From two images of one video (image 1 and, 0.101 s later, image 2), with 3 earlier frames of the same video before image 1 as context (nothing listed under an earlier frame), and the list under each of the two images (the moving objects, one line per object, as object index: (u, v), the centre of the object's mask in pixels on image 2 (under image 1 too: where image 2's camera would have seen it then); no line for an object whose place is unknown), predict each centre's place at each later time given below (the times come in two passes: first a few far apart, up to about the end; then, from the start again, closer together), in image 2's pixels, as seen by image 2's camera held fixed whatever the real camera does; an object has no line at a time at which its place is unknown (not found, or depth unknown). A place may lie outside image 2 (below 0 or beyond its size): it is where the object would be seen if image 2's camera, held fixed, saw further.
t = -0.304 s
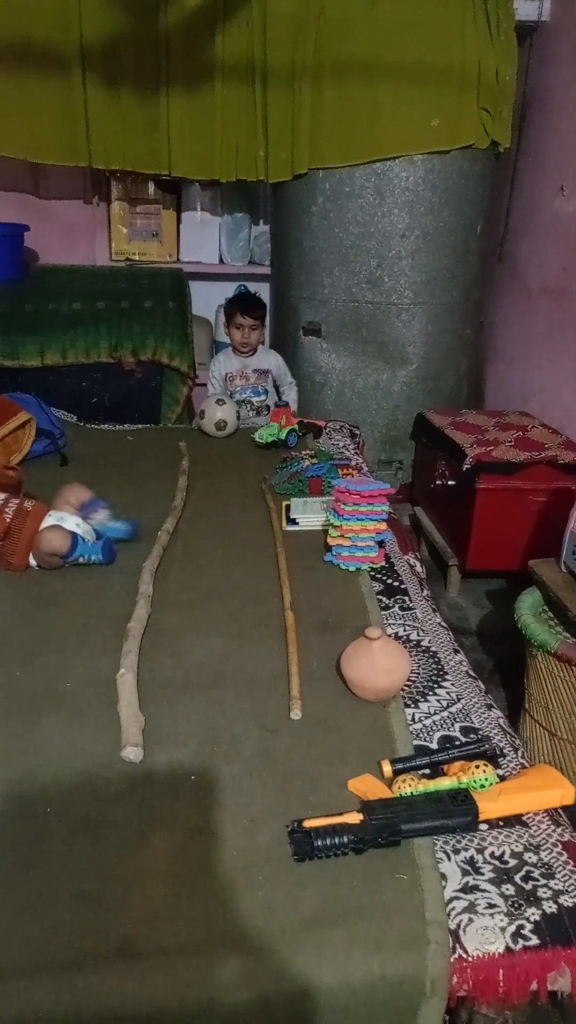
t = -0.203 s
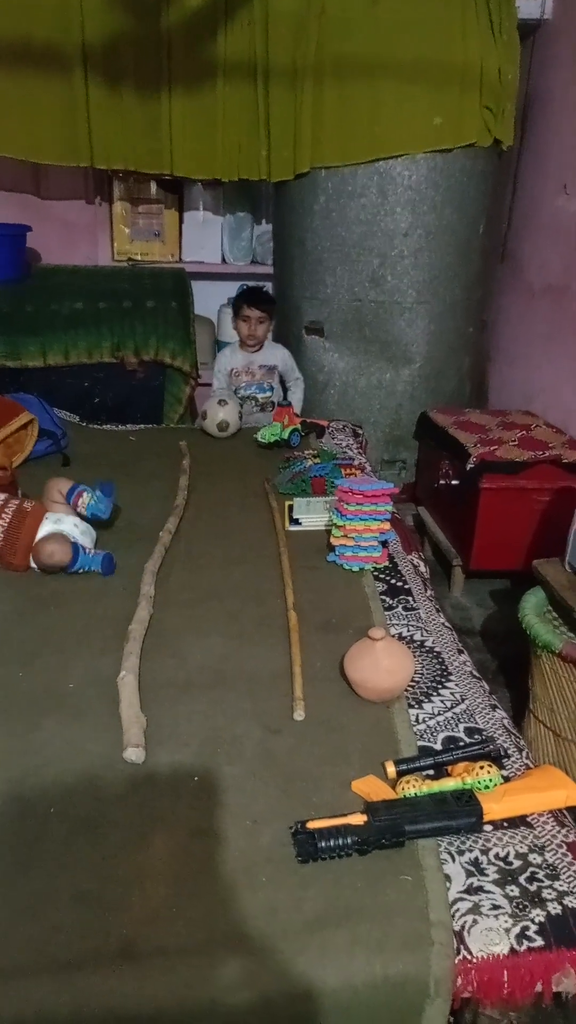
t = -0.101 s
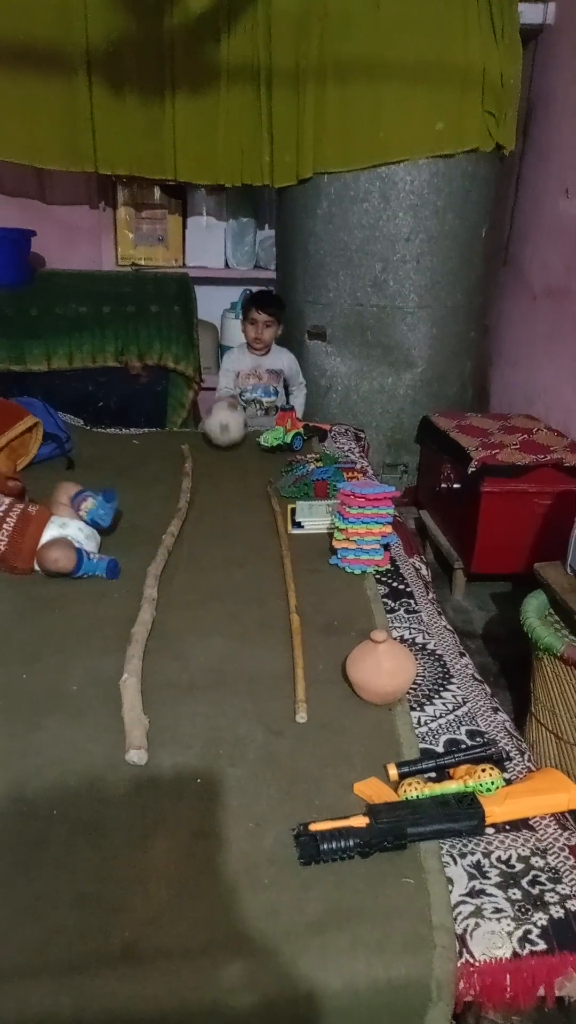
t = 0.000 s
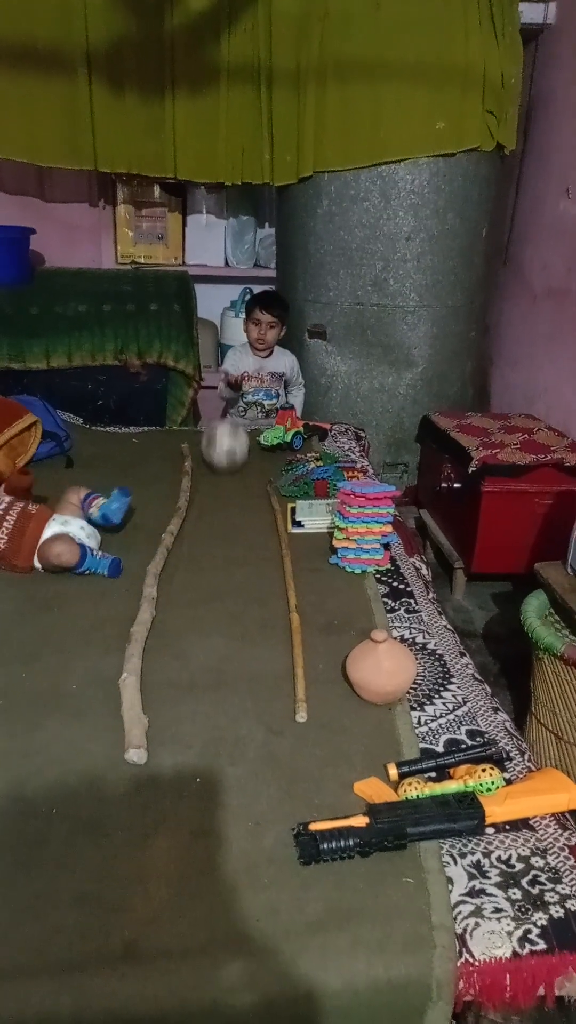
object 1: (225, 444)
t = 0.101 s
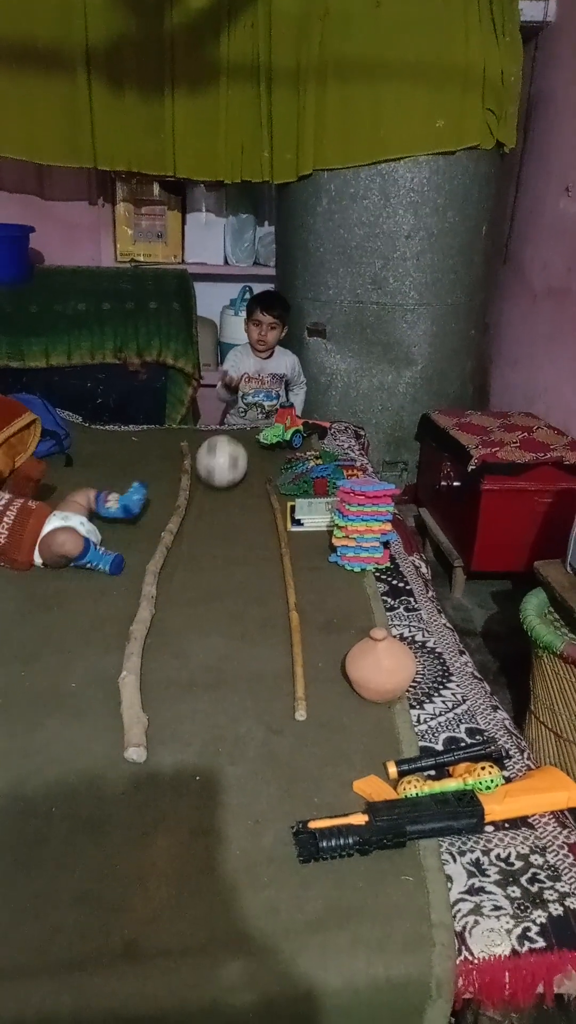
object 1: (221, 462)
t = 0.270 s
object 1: (213, 501)
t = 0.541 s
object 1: (201, 556)
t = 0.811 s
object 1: (188, 635)
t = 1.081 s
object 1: (203, 721)
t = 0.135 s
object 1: (220, 468)
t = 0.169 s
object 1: (217, 479)
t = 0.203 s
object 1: (216, 488)
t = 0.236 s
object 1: (214, 493)
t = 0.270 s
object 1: (213, 501)
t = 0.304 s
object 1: (211, 508)
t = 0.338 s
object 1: (210, 513)
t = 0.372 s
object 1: (208, 519)
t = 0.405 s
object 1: (206, 529)
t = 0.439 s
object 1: (205, 540)
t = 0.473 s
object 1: (203, 543)
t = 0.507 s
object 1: (202, 547)
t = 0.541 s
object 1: (201, 556)
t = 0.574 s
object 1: (199, 570)
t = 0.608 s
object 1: (198, 579)
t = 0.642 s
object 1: (196, 587)
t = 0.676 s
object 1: (194, 598)
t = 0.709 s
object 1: (191, 607)
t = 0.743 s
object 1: (189, 614)
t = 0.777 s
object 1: (185, 625)
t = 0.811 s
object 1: (188, 635)
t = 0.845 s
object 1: (190, 648)
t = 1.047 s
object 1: (201, 710)
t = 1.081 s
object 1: (203, 721)
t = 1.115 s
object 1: (205, 732)
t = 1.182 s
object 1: (207, 754)
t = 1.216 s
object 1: (208, 768)
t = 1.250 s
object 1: (210, 781)
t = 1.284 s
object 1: (212, 793)
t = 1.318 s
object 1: (213, 806)
